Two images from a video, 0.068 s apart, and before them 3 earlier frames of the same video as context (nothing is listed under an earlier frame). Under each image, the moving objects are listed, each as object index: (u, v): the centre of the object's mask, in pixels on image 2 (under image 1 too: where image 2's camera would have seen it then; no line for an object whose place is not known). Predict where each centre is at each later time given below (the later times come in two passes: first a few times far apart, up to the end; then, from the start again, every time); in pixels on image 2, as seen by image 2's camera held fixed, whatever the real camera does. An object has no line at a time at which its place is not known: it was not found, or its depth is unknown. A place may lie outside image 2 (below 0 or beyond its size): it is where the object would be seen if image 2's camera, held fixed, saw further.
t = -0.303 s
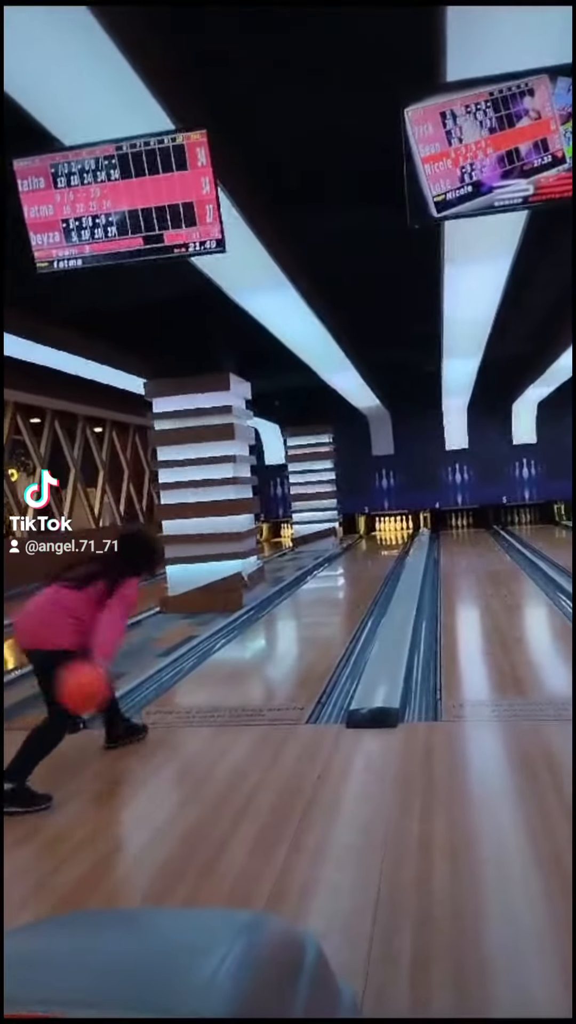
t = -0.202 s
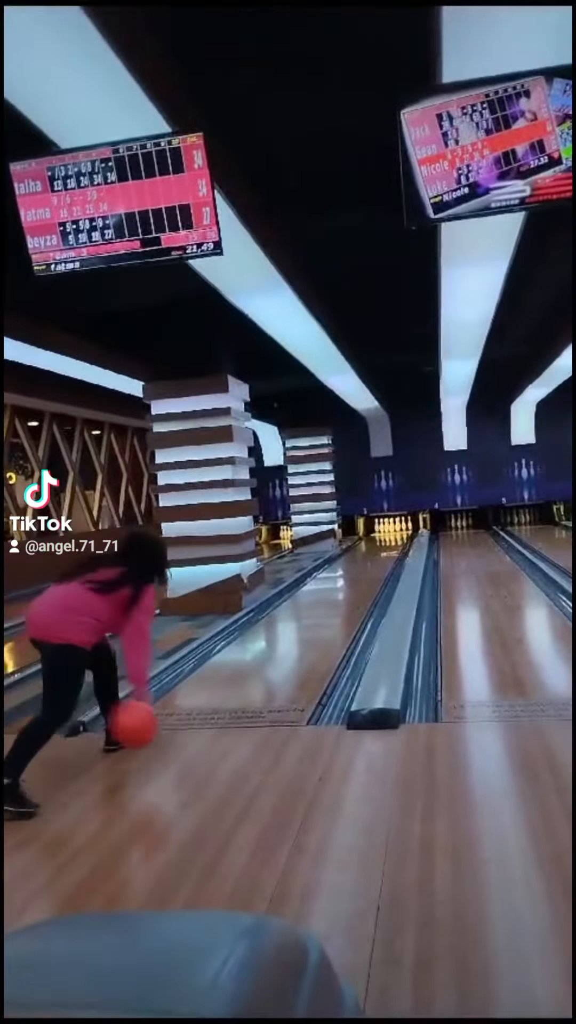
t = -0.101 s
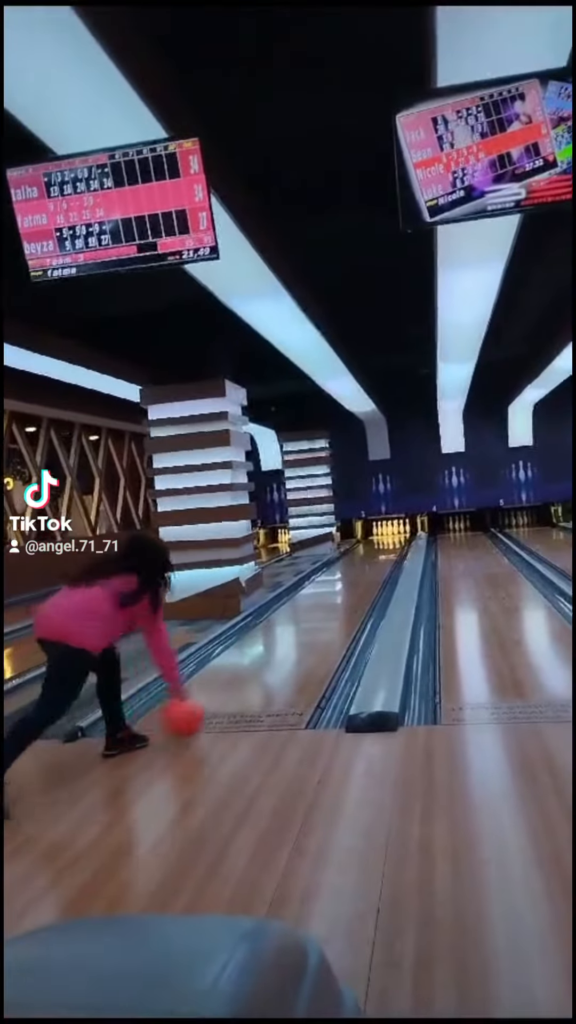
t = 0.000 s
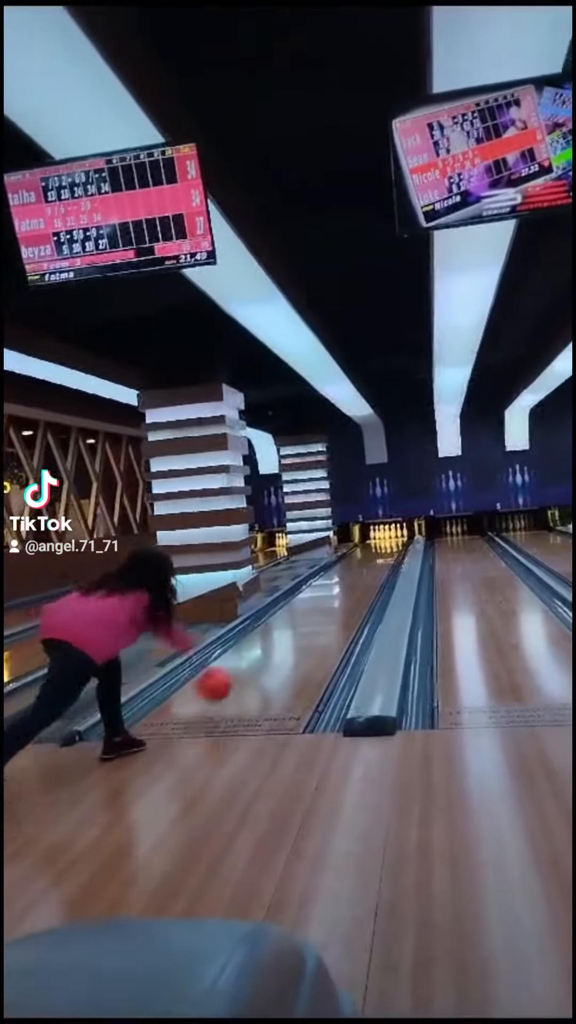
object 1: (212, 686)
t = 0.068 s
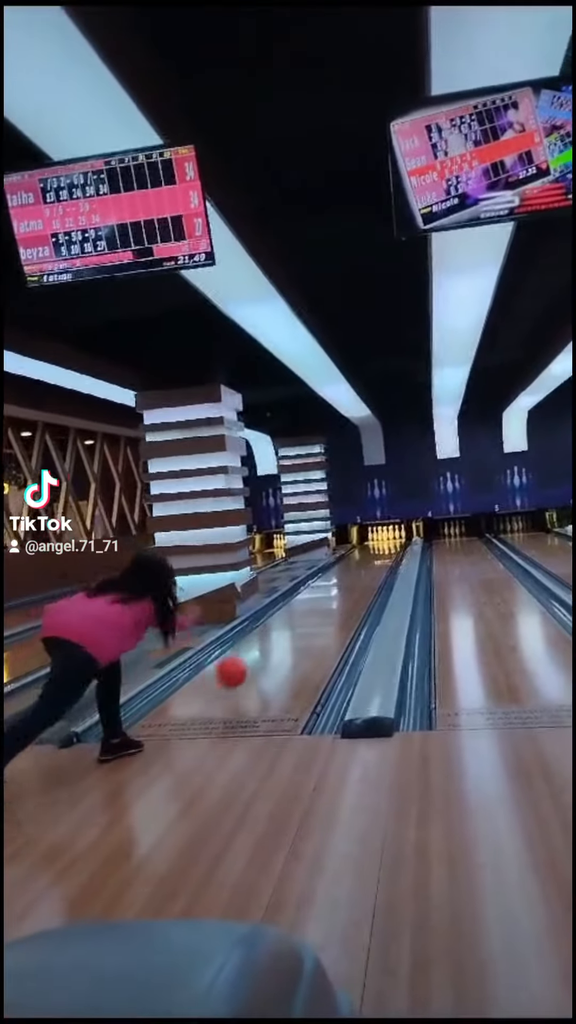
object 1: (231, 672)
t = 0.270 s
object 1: (272, 644)
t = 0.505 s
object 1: (304, 617)
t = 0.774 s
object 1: (328, 596)
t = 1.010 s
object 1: (342, 583)
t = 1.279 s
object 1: (354, 571)
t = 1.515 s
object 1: (364, 563)
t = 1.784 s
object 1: (370, 558)
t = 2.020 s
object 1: (376, 553)
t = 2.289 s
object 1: (382, 548)
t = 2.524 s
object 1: (386, 545)
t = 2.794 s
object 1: (388, 541)
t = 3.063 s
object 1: (391, 539)
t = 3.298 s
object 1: (391, 536)
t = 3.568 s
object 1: (400, 535)
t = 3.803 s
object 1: (405, 534)
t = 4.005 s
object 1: (404, 537)
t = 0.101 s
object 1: (239, 667)
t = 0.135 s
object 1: (247, 666)
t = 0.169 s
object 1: (255, 660)
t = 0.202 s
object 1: (261, 654)
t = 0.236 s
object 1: (267, 649)
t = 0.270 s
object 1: (272, 644)
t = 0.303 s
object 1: (278, 639)
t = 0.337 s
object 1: (284, 635)
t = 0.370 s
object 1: (288, 632)
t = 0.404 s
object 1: (293, 627)
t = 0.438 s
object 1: (297, 624)
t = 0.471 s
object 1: (301, 620)
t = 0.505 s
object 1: (304, 617)
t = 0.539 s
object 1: (308, 614)
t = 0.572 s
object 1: (311, 611)
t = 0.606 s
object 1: (315, 608)
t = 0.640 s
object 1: (317, 606)
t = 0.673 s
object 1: (320, 603)
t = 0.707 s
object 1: (323, 600)
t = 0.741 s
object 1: (325, 598)
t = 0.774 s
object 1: (328, 596)
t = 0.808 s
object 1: (330, 594)
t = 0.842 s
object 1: (332, 593)
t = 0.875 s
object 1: (335, 590)
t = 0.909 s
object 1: (337, 588)
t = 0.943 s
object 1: (339, 587)
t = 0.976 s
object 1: (341, 585)
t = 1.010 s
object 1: (342, 583)
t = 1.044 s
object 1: (344, 581)
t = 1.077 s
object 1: (346, 580)
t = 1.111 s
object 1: (347, 578)
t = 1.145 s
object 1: (349, 577)
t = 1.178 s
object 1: (351, 574)
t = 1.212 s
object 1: (352, 574)
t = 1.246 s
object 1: (352, 573)
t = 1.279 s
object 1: (354, 571)
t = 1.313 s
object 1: (356, 570)
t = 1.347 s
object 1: (357, 568)
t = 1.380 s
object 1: (358, 568)
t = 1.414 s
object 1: (358, 567)
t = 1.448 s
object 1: (361, 565)
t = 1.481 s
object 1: (364, 563)
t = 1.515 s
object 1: (364, 563)
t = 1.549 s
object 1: (366, 561)
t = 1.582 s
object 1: (367, 561)
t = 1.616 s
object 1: (367, 561)
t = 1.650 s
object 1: (368, 559)
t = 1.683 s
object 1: (368, 559)
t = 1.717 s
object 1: (368, 559)
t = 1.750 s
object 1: (369, 558)
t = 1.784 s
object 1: (370, 558)
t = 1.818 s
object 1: (371, 557)
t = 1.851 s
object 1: (372, 557)
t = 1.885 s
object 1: (372, 555)
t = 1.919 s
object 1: (373, 556)
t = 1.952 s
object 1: (374, 555)
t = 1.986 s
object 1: (374, 554)
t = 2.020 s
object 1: (376, 553)
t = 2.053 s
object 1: (378, 552)
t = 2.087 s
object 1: (378, 551)
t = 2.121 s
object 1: (378, 551)
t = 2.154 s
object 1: (379, 550)
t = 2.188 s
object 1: (379, 549)
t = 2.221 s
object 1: (380, 549)
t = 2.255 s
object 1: (382, 548)
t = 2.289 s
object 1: (382, 548)
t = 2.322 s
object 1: (381, 548)
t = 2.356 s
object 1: (382, 548)
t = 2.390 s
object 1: (383, 547)
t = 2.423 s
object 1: (383, 547)
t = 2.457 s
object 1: (384, 547)
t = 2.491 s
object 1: (385, 546)
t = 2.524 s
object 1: (386, 545)
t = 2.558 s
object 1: (386, 545)
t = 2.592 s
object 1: (386, 544)
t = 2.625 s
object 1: (387, 544)
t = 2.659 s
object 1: (387, 543)
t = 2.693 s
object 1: (387, 543)
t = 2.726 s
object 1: (388, 542)
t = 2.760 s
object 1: (388, 541)
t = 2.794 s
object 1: (388, 541)
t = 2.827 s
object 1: (388, 540)
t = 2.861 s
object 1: (389, 540)
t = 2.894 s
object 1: (389, 540)
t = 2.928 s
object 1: (389, 539)
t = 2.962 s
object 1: (390, 539)
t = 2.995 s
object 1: (391, 539)
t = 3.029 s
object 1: (390, 539)
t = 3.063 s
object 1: (391, 539)
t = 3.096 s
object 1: (391, 538)
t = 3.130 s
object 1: (391, 537)
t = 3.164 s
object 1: (392, 537)
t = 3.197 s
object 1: (392, 537)
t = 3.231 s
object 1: (392, 536)
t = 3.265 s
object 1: (391, 536)
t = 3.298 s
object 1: (391, 536)
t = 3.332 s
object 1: (391, 536)
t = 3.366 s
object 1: (393, 535)
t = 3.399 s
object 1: (392, 535)
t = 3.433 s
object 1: (395, 535)
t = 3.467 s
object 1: (396, 536)
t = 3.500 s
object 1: (399, 535)
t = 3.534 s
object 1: (399, 535)
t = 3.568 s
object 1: (400, 535)
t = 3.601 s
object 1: (400, 534)
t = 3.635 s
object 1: (401, 534)
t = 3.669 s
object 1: (401, 535)
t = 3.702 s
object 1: (403, 535)
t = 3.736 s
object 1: (404, 534)
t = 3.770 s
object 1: (404, 535)
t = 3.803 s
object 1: (405, 534)
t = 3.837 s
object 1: (406, 534)
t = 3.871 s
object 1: (406, 534)
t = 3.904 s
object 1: (407, 534)
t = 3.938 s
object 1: (407, 534)
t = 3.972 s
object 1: (406, 535)
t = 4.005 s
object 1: (404, 537)
